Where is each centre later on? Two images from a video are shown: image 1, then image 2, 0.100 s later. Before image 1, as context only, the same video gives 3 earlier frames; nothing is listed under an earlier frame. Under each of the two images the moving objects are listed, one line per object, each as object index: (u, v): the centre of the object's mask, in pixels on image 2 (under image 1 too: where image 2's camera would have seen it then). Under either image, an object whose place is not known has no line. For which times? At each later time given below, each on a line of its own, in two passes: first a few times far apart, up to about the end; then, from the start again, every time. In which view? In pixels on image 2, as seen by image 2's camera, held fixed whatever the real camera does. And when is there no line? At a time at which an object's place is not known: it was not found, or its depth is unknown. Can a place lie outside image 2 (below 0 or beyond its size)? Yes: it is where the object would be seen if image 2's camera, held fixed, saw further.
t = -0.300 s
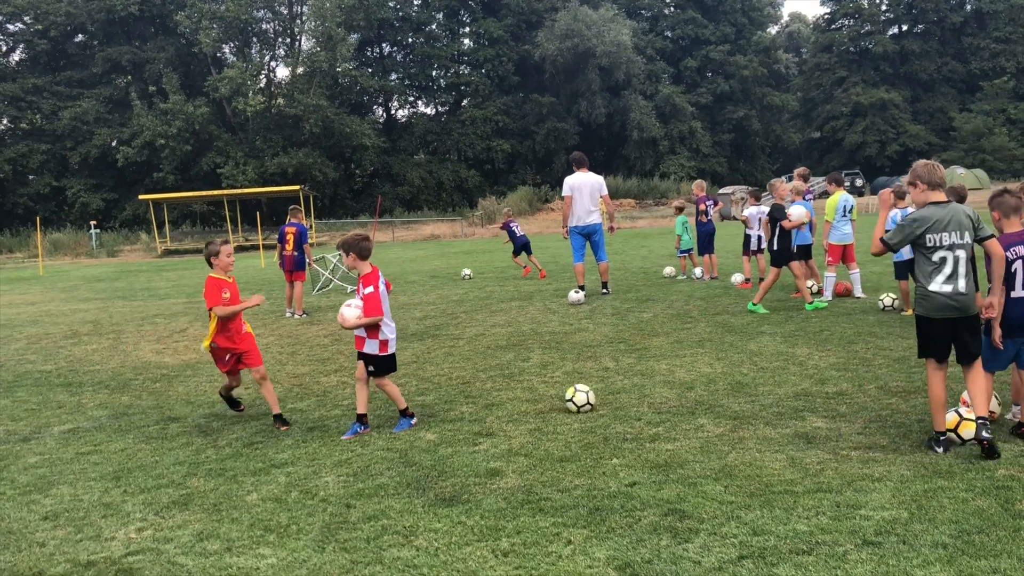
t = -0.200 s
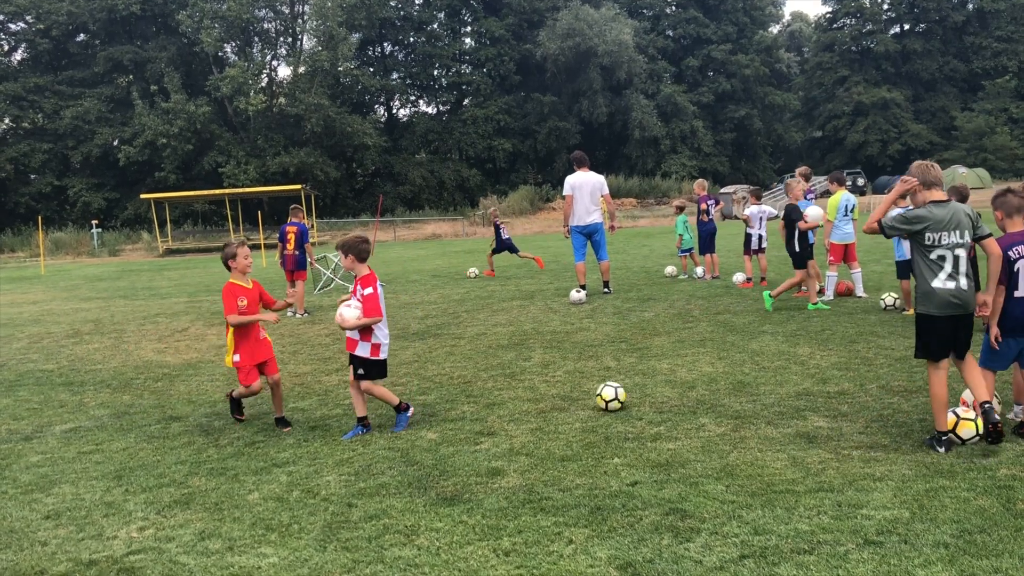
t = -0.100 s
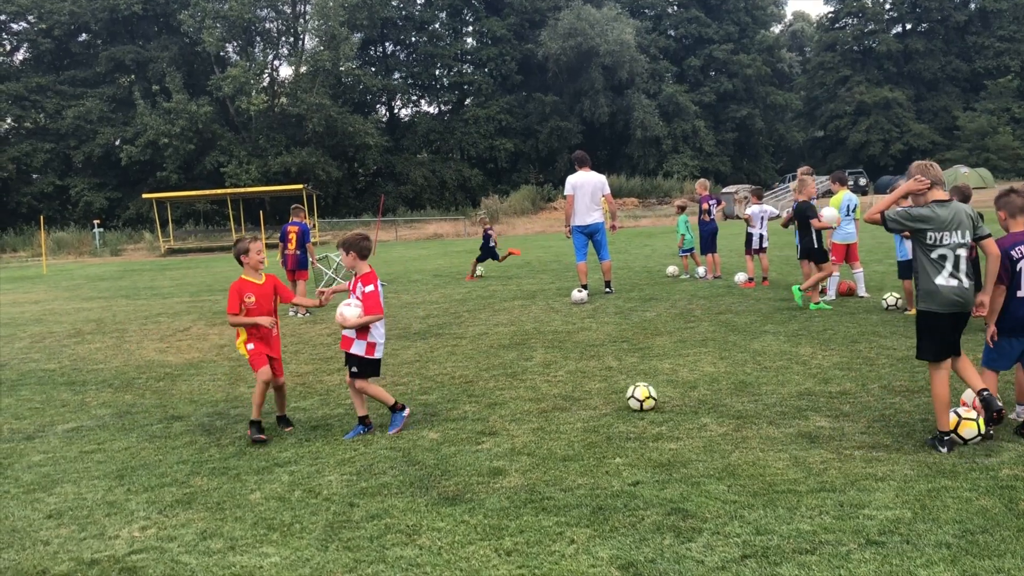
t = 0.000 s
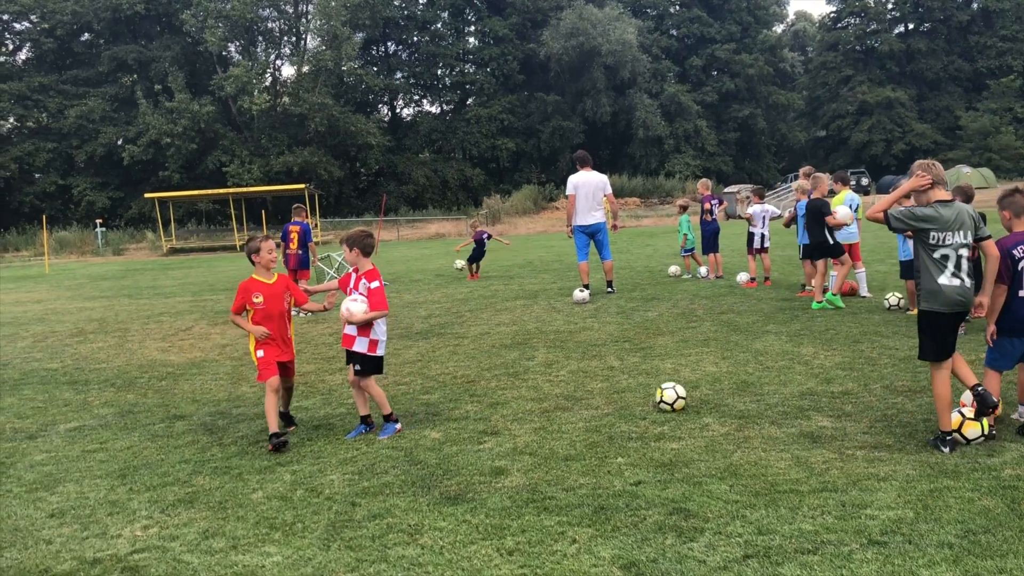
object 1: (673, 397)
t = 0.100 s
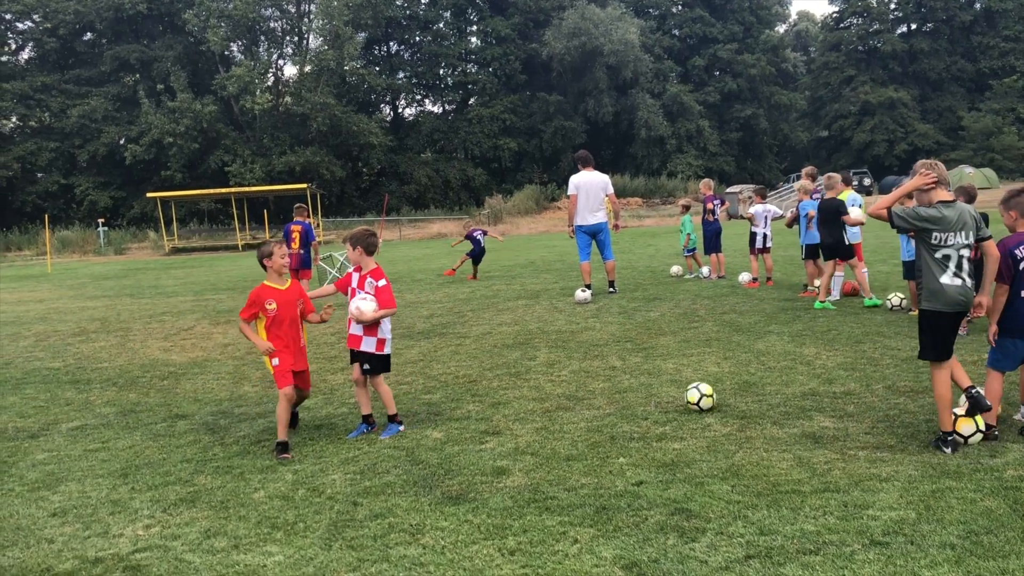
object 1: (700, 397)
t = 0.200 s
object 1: (727, 397)
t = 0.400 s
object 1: (775, 397)
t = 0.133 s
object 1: (709, 397)
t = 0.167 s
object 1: (718, 397)
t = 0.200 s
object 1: (727, 397)
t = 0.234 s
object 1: (735, 397)
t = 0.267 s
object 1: (744, 396)
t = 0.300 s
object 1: (751, 396)
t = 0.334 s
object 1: (759, 395)
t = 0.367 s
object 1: (767, 396)
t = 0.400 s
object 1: (775, 397)
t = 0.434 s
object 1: (783, 397)
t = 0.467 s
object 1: (790, 396)
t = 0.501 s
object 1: (798, 396)
